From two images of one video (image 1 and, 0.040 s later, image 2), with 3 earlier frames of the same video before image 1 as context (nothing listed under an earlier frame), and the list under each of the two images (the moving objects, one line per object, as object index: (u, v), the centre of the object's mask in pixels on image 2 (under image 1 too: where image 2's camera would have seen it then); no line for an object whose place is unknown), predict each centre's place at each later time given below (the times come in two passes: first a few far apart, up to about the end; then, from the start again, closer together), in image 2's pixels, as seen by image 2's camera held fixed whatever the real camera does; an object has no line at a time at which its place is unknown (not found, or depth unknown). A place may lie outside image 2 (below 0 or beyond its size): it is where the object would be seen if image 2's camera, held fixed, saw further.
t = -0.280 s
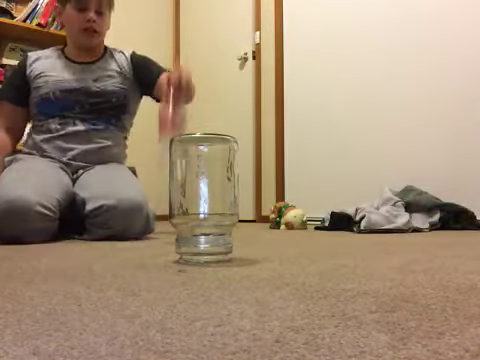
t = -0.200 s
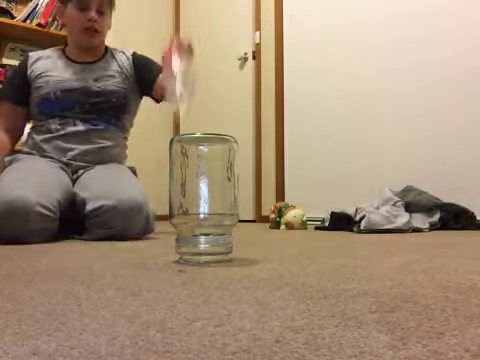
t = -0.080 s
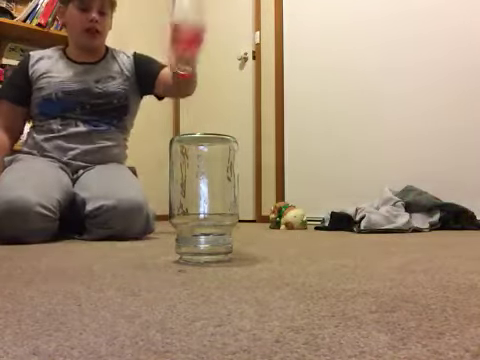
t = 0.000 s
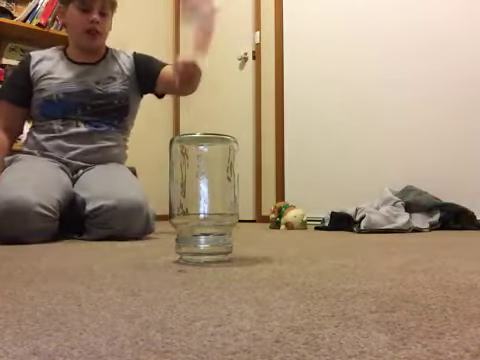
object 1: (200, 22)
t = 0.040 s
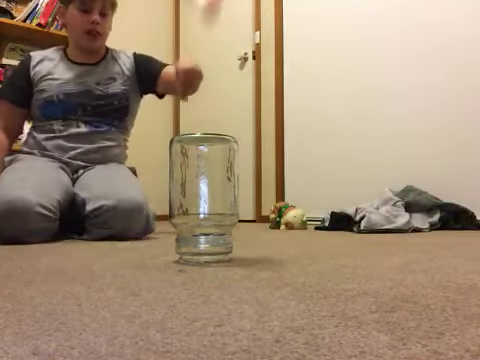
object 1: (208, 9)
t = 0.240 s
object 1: (230, 78)
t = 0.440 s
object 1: (248, 204)
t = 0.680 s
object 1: (275, 275)
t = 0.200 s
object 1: (221, 36)
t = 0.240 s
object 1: (230, 78)
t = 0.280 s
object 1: (230, 128)
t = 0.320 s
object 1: (230, 154)
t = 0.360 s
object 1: (237, 180)
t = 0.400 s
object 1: (242, 183)
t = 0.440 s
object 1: (248, 204)
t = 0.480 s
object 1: (253, 253)
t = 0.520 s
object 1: (269, 266)
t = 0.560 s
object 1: (277, 272)
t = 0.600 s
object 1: (279, 274)
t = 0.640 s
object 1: (277, 274)
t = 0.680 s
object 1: (275, 275)
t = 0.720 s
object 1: (273, 275)
